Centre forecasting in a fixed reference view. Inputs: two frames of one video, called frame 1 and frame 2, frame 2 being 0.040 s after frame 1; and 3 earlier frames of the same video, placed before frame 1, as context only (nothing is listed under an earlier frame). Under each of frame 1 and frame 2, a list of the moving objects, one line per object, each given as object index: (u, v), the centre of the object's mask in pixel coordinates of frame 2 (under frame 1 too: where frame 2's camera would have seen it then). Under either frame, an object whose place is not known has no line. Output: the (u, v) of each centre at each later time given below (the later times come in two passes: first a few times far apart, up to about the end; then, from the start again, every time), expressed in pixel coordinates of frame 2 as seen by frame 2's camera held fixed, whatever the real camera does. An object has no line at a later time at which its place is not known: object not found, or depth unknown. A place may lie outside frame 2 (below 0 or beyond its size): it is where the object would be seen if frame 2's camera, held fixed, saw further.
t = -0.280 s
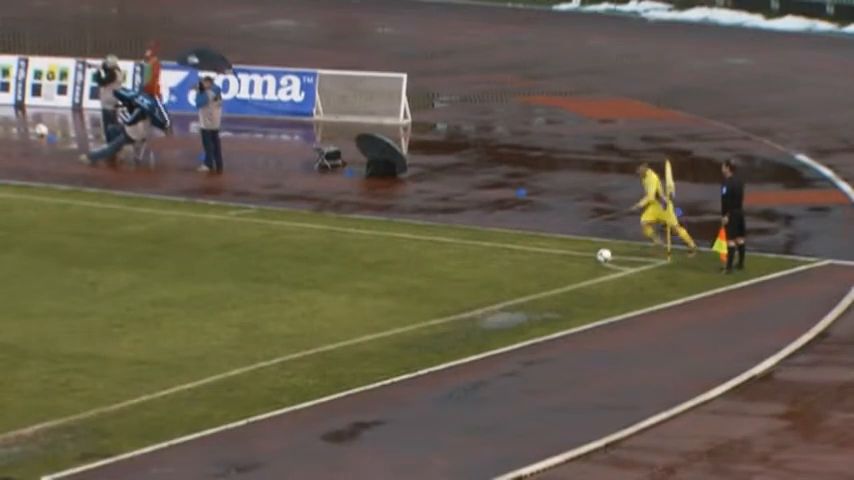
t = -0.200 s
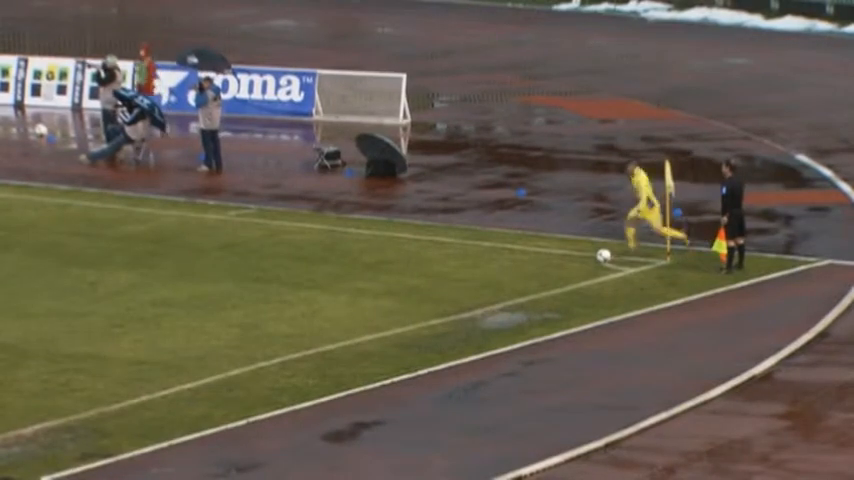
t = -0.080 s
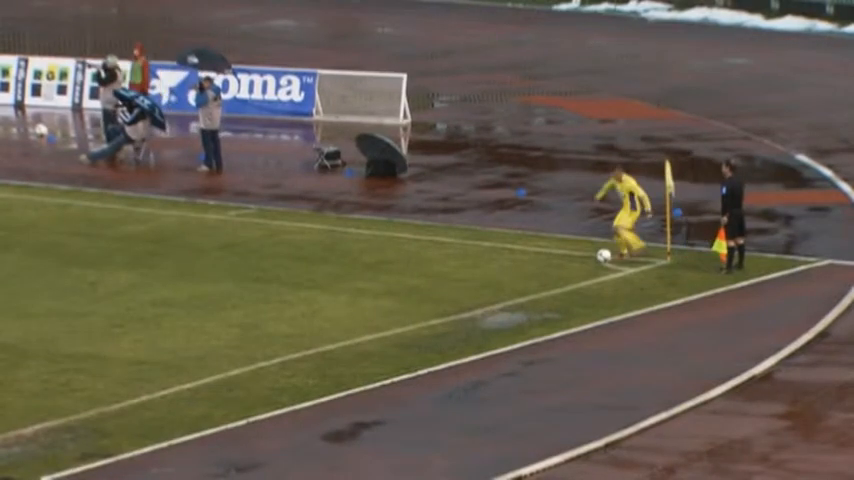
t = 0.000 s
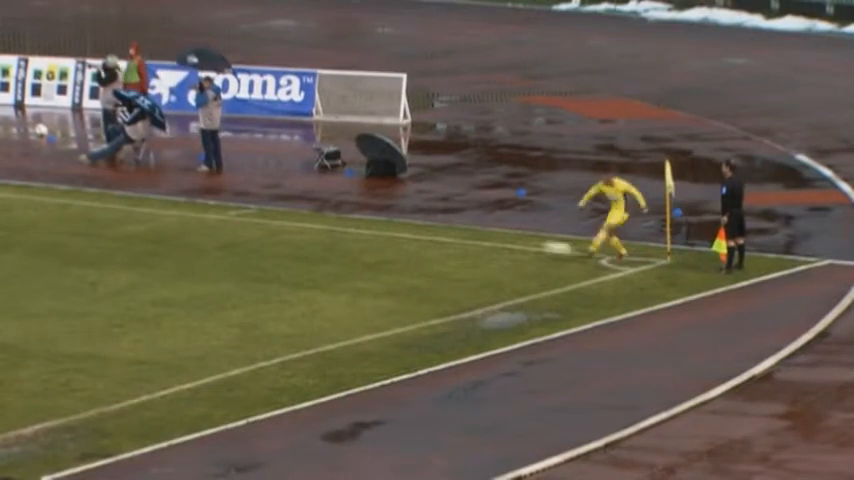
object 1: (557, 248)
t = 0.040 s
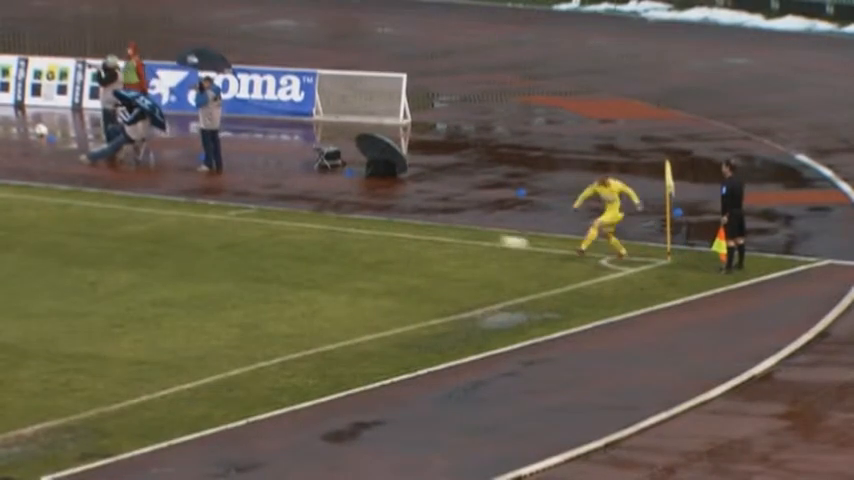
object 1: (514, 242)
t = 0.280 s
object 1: (268, 230)
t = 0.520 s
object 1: (57, 222)
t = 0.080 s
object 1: (471, 237)
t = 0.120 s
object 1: (428, 234)
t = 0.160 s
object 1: (387, 232)
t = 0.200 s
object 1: (346, 230)
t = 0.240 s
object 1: (307, 229)
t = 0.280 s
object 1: (268, 230)
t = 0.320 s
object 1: (229, 231)
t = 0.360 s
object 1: (192, 233)
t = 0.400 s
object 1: (155, 235)
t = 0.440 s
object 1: (122, 231)
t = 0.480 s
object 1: (89, 226)
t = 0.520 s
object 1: (57, 222)
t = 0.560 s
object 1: (25, 220)
